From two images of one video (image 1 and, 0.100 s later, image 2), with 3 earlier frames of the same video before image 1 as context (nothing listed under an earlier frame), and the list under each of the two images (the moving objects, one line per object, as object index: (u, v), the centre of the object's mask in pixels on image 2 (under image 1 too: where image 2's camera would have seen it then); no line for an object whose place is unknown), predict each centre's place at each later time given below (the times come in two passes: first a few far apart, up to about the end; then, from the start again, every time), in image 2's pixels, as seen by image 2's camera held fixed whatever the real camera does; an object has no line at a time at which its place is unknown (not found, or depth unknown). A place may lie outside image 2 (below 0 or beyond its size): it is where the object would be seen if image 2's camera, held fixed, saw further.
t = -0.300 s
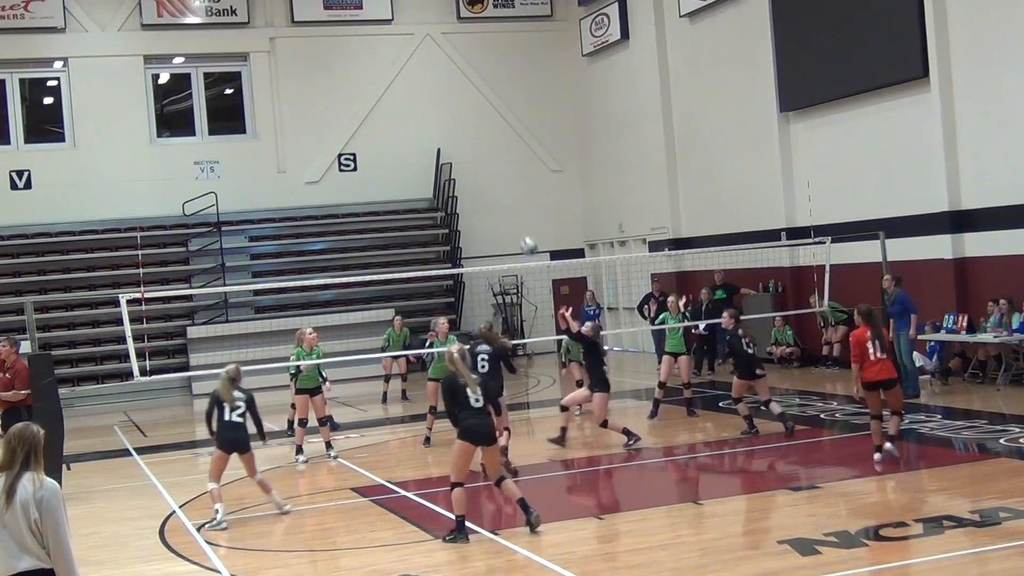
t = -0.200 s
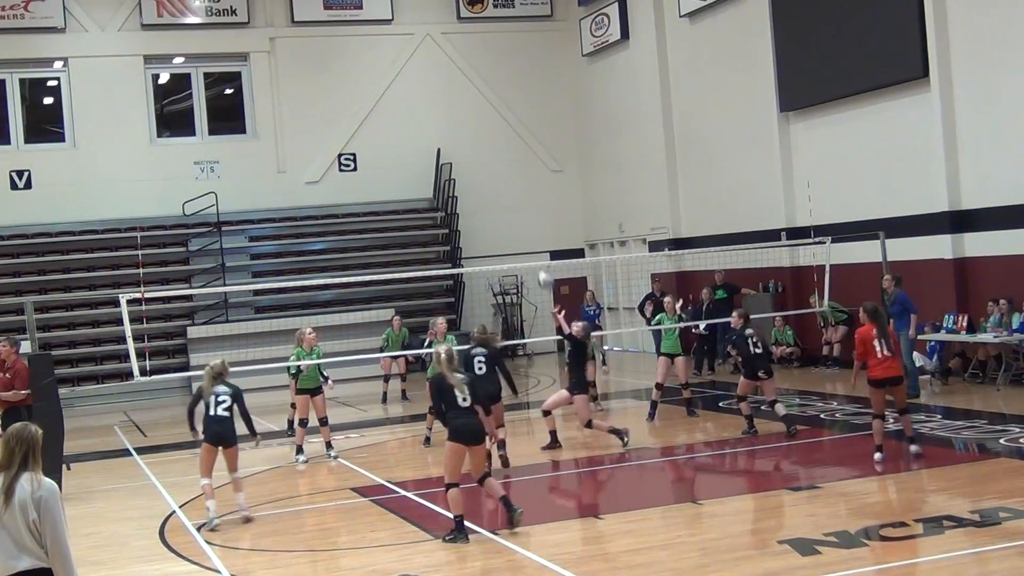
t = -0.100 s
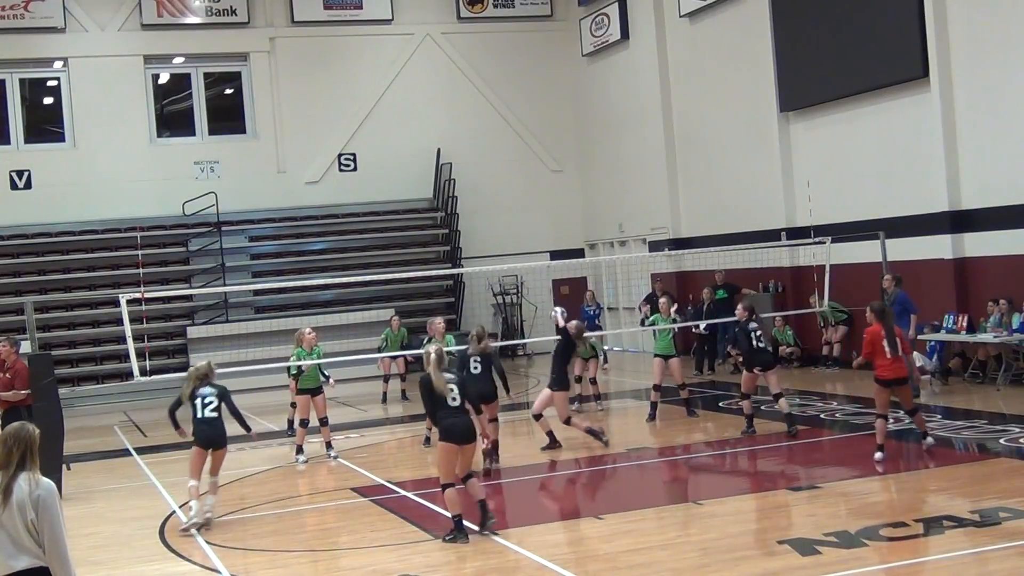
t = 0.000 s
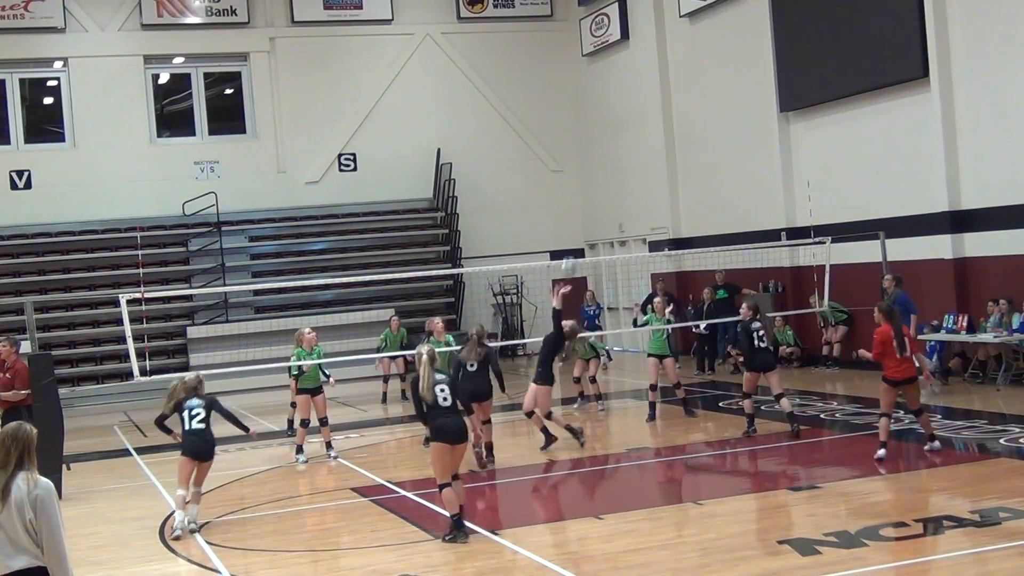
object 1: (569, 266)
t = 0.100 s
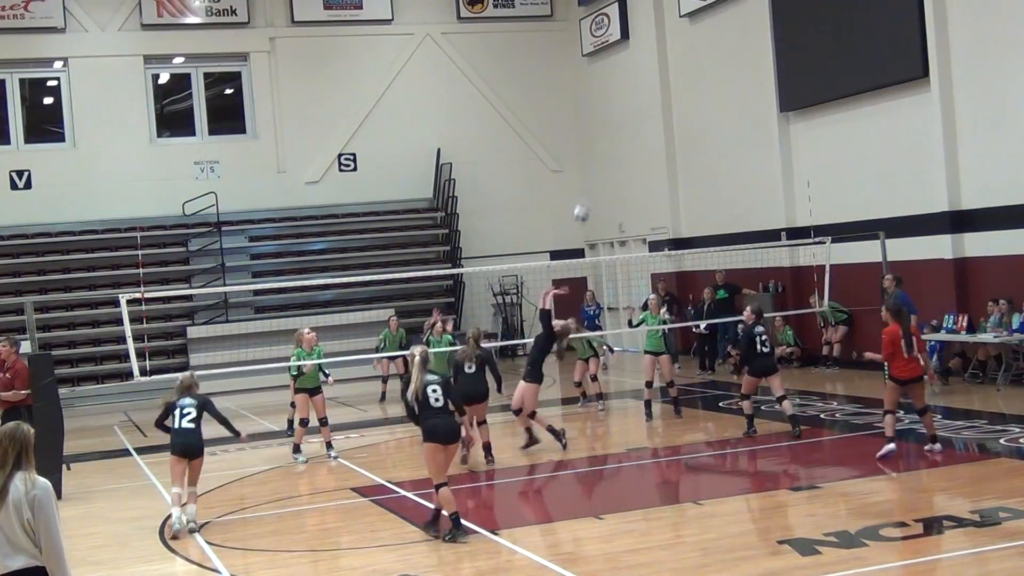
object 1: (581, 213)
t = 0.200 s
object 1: (594, 170)
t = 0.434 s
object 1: (627, 102)
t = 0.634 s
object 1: (657, 79)
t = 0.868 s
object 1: (694, 91)
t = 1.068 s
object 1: (726, 133)
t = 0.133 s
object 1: (585, 198)
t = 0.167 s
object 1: (589, 184)
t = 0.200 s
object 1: (594, 170)
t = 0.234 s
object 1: (599, 157)
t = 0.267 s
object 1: (603, 146)
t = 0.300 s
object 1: (608, 136)
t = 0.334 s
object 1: (613, 126)
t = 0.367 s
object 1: (618, 117)
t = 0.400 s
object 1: (622, 110)
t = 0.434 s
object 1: (627, 102)
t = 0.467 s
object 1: (632, 96)
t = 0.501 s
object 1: (637, 91)
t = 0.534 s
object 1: (642, 87)
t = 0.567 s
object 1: (647, 83)
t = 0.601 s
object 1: (652, 81)
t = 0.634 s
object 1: (657, 79)
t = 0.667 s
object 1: (662, 78)
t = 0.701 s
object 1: (668, 78)
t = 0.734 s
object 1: (673, 79)
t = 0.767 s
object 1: (678, 81)
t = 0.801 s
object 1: (683, 84)
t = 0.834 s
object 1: (689, 87)
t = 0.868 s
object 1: (694, 91)
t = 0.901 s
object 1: (699, 97)
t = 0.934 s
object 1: (705, 102)
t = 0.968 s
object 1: (710, 108)
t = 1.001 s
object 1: (715, 116)
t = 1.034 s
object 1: (721, 124)
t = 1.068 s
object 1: (726, 133)
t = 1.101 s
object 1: (732, 143)
